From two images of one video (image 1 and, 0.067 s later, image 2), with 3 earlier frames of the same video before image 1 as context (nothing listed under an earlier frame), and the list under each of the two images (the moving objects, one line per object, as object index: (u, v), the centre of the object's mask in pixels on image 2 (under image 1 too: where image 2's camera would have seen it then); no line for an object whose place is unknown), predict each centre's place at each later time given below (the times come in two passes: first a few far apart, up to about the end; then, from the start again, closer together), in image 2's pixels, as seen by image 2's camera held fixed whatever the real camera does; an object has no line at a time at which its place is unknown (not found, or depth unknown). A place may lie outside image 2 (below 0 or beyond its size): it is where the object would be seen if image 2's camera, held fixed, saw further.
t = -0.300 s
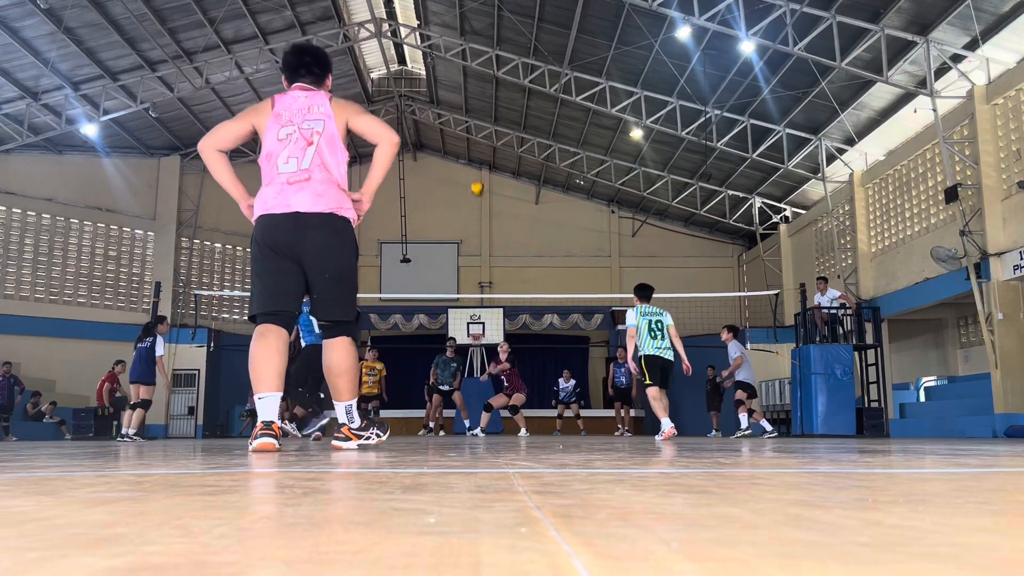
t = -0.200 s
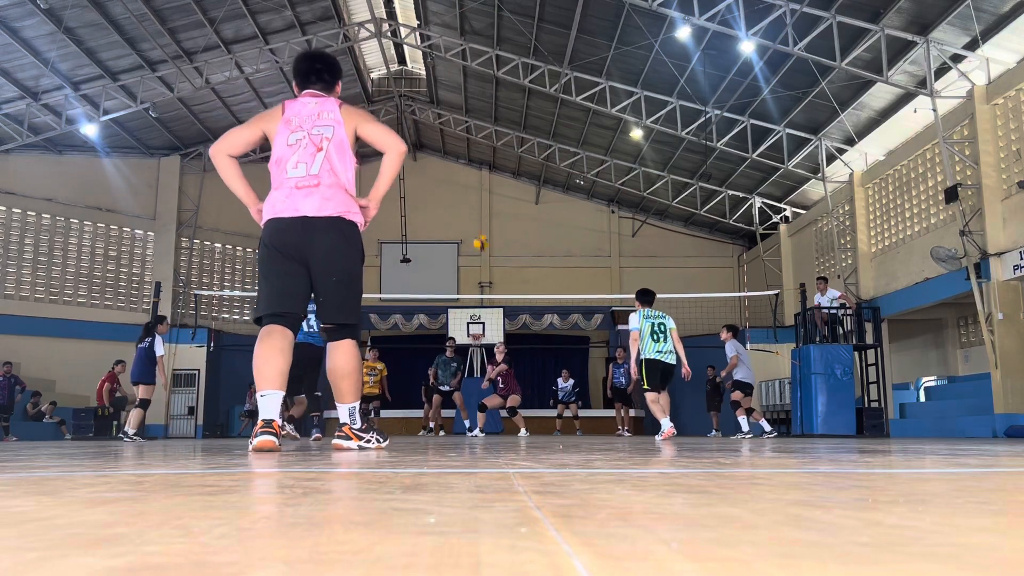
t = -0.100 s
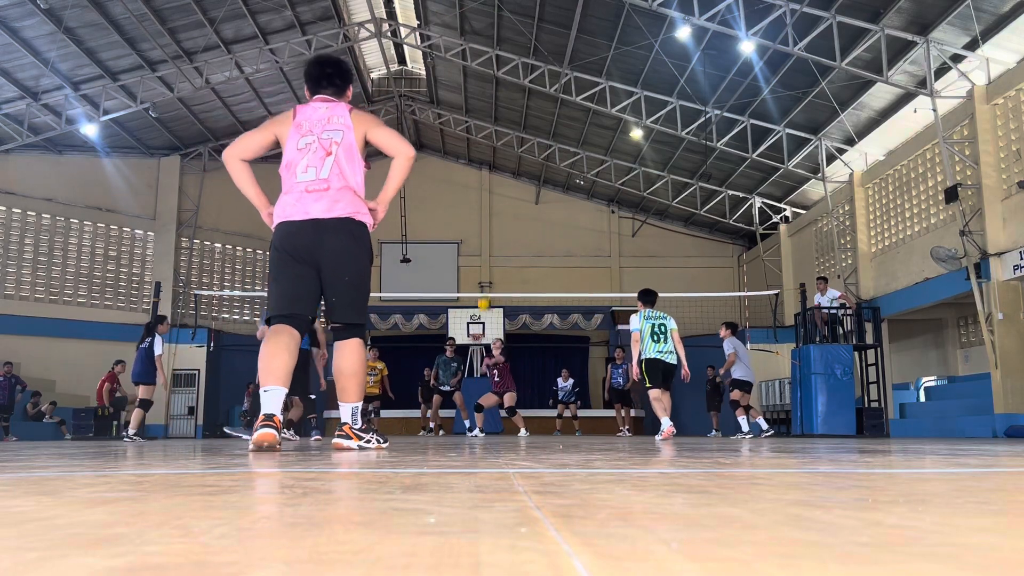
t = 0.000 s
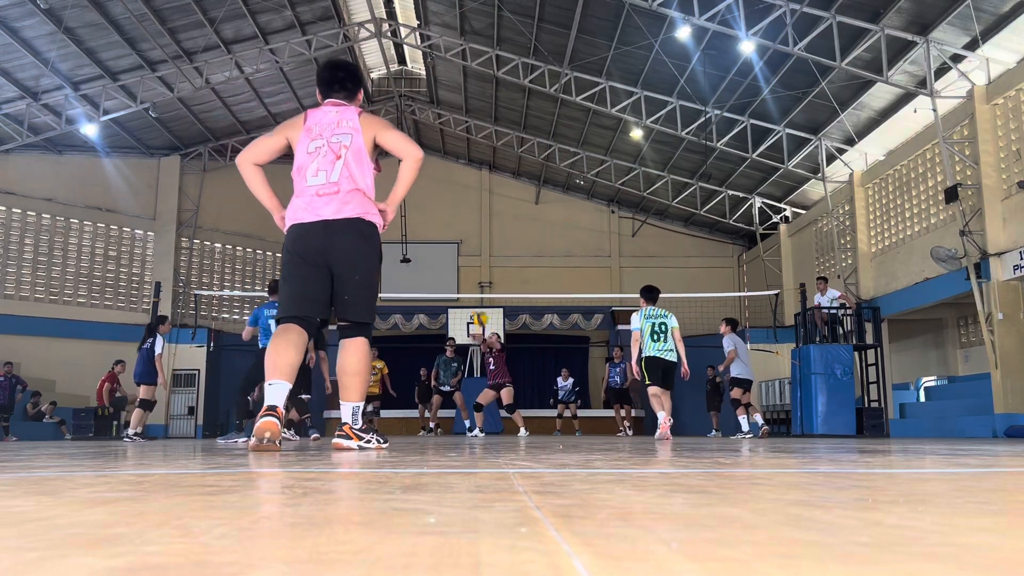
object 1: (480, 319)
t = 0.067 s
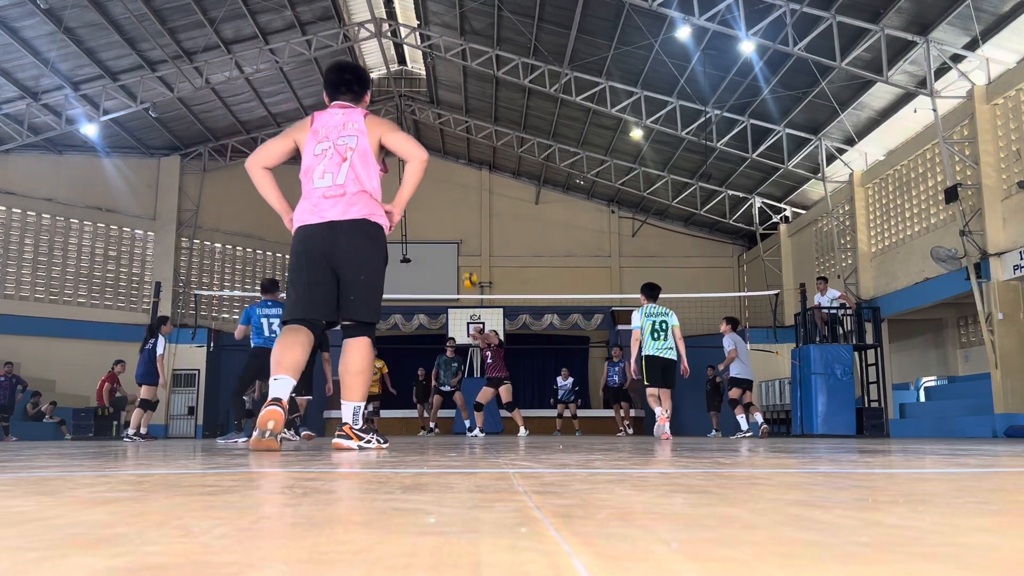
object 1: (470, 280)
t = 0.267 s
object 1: (440, 189)
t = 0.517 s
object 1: (404, 117)
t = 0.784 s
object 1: (364, 87)
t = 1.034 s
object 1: (332, 105)
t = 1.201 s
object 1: (309, 138)
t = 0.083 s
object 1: (467, 271)
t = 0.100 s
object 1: (465, 262)
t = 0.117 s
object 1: (462, 254)
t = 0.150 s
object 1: (457, 238)
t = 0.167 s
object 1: (454, 230)
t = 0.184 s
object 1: (452, 223)
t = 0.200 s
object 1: (449, 216)
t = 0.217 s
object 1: (447, 209)
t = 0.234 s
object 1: (444, 202)
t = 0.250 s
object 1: (441, 195)
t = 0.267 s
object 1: (440, 189)
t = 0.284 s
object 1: (440, 184)
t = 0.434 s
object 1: (416, 131)
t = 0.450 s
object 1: (414, 128)
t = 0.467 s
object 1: (411, 126)
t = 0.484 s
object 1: (409, 123)
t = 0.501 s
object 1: (406, 120)
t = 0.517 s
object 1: (404, 117)
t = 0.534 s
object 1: (403, 114)
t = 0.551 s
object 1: (401, 111)
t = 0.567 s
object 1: (399, 108)
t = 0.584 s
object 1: (398, 106)
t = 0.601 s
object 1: (397, 103)
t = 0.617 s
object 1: (396, 100)
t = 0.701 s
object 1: (382, 88)
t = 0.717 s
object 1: (379, 88)
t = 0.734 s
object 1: (375, 87)
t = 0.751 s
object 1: (371, 86)
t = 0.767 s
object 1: (368, 86)
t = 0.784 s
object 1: (364, 87)
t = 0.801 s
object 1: (362, 87)
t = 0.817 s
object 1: (361, 87)
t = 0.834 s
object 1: (359, 87)
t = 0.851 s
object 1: (356, 88)
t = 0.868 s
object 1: (354, 88)
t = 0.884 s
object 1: (352, 89)
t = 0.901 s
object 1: (350, 90)
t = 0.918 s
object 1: (348, 92)
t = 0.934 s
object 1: (345, 93)
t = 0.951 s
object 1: (343, 95)
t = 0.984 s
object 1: (338, 99)
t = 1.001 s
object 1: (336, 101)
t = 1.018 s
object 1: (334, 103)
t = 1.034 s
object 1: (332, 105)
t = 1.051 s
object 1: (329, 107)
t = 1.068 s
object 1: (327, 109)
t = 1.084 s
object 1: (324, 112)
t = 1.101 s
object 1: (322, 116)
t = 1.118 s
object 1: (321, 119)
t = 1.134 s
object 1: (318, 123)
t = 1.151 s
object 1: (315, 126)
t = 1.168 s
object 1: (313, 130)
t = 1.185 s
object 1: (311, 134)
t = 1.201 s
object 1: (309, 138)
